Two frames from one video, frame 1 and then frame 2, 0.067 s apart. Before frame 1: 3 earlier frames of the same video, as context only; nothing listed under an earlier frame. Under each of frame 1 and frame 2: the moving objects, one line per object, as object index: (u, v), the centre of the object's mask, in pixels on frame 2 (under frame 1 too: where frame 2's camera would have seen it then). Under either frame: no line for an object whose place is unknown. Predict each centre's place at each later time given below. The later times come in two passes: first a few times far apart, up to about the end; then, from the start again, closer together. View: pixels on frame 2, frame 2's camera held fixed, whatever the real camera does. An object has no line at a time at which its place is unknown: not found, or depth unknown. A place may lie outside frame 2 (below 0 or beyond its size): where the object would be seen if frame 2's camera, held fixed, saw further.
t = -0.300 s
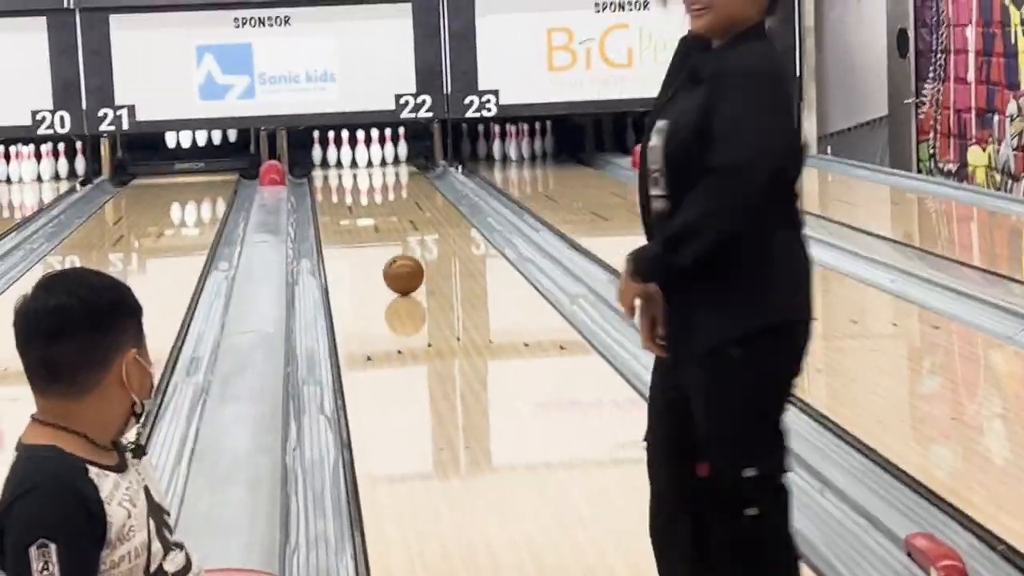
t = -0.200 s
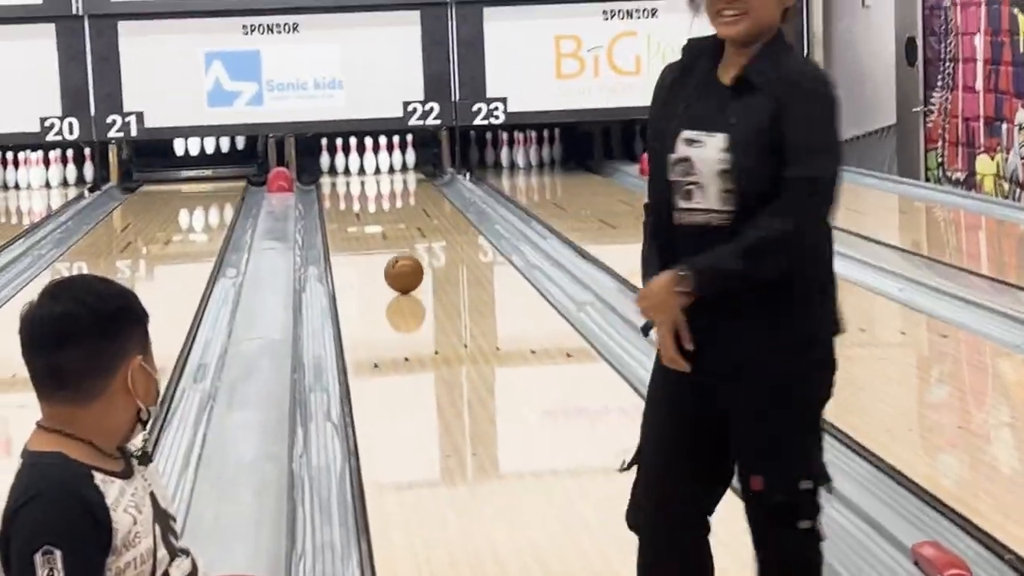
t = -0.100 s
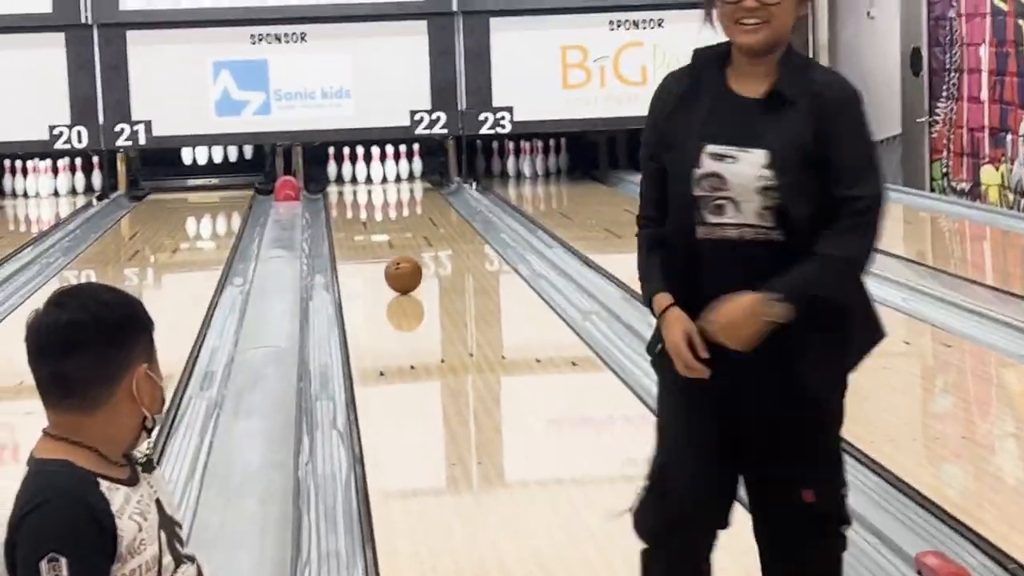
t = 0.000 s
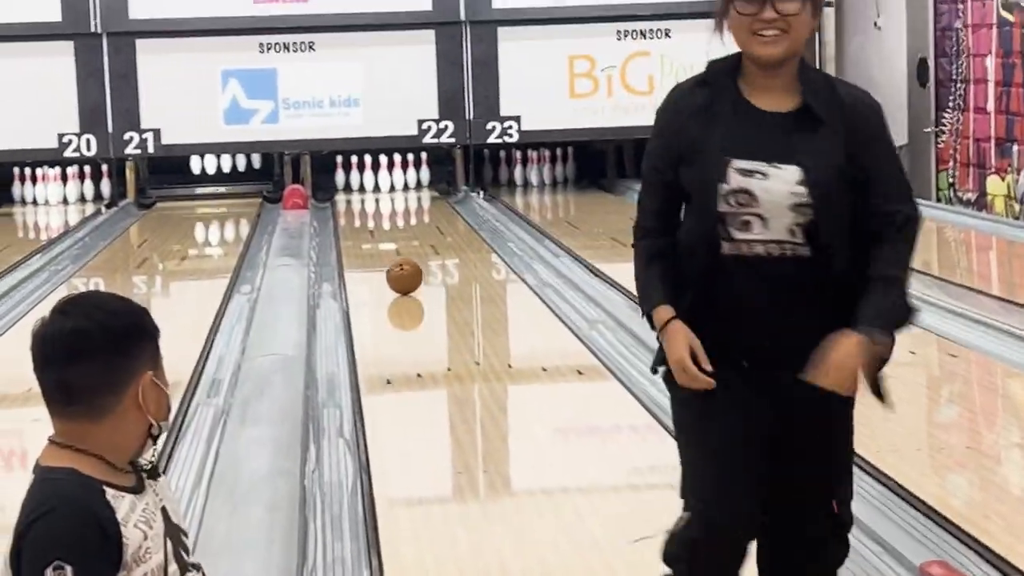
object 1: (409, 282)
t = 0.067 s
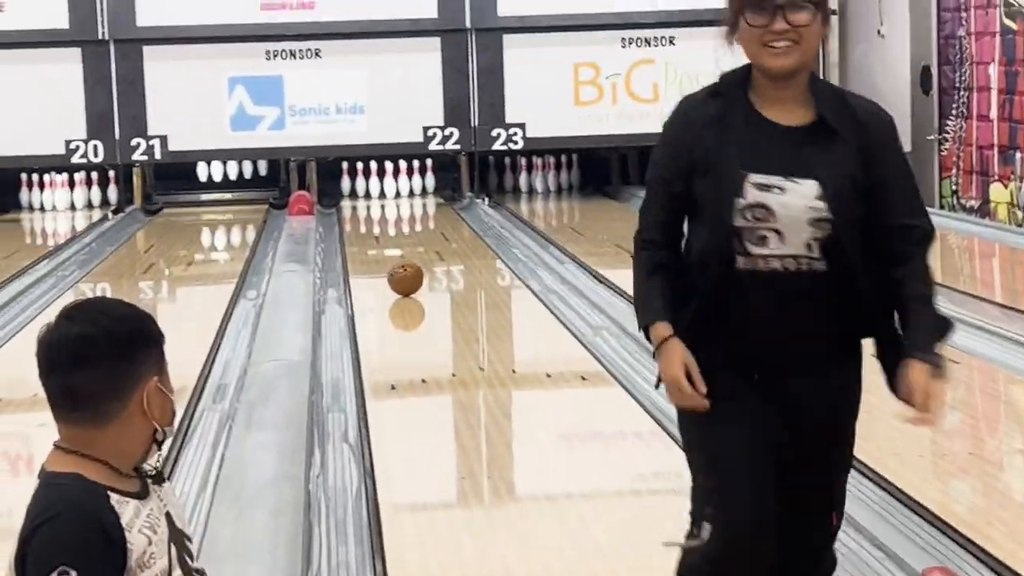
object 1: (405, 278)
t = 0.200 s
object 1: (398, 270)
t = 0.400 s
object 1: (388, 260)
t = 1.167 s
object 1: (360, 229)
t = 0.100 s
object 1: (403, 276)
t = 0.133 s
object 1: (402, 274)
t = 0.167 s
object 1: (400, 272)
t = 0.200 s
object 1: (398, 270)
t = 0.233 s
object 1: (396, 268)
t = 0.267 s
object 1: (394, 266)
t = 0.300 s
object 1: (393, 264)
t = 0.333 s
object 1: (391, 263)
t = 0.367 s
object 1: (389, 262)
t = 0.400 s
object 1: (388, 260)
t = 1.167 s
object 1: (360, 229)
